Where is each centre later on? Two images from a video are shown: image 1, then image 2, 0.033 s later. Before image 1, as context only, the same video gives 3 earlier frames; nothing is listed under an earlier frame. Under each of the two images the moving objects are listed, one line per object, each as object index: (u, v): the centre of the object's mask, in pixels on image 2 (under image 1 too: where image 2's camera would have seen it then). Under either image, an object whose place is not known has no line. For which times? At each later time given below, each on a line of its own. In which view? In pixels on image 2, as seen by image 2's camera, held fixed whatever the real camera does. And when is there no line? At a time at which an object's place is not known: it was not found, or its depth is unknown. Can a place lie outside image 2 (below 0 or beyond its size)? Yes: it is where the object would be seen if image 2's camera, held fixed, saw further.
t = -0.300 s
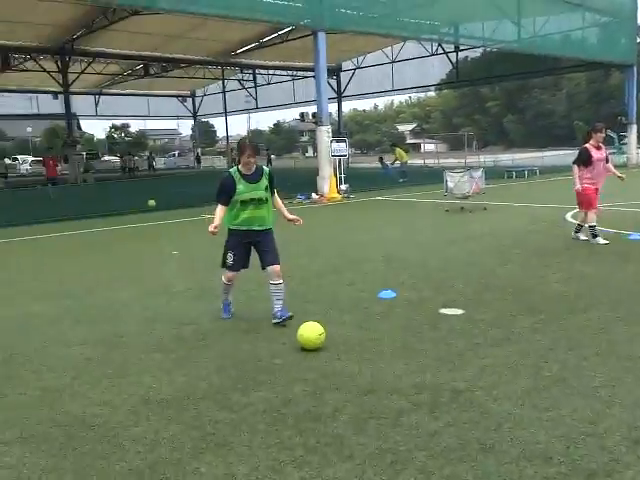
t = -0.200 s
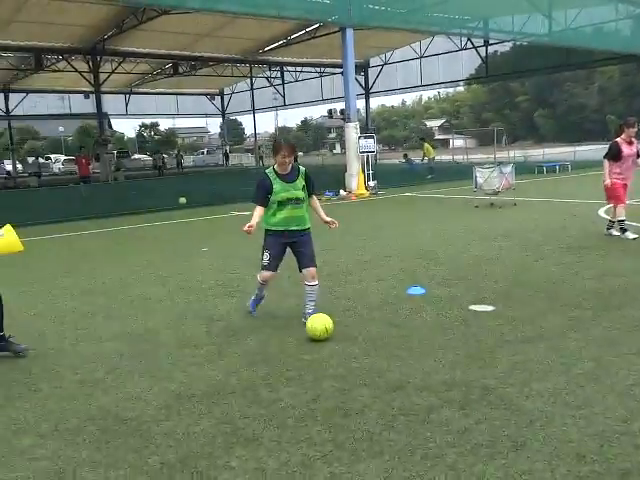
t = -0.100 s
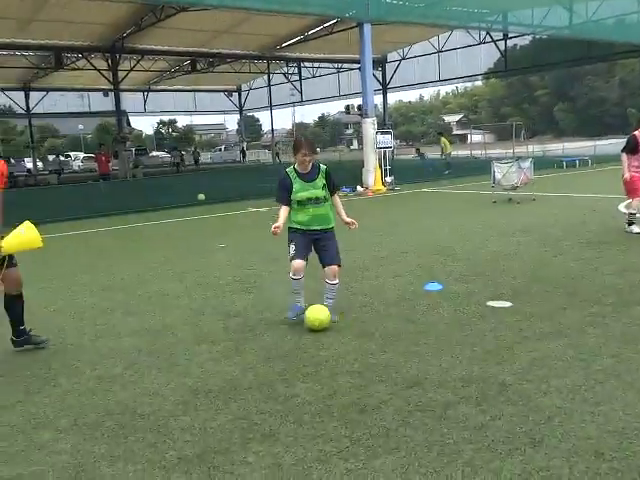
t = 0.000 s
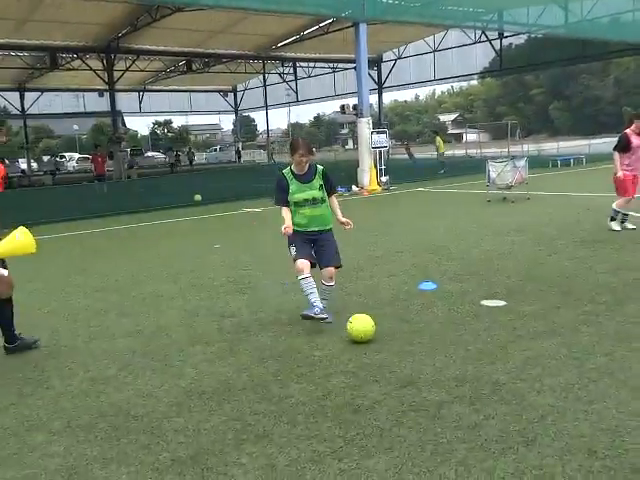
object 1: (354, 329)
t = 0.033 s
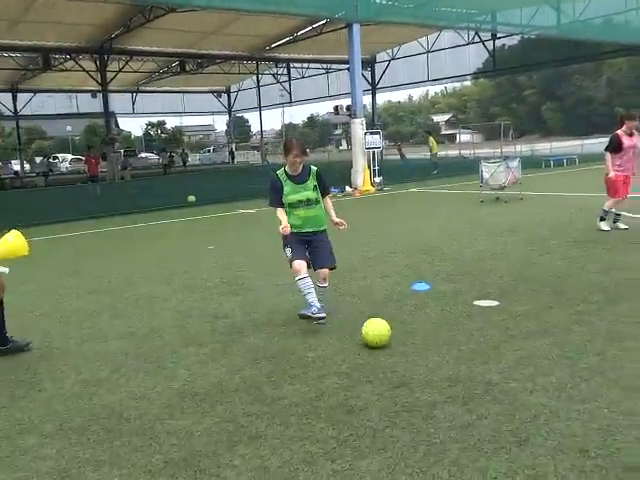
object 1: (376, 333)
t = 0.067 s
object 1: (398, 337)
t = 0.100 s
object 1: (422, 342)
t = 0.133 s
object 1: (447, 347)
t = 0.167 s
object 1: (472, 352)
